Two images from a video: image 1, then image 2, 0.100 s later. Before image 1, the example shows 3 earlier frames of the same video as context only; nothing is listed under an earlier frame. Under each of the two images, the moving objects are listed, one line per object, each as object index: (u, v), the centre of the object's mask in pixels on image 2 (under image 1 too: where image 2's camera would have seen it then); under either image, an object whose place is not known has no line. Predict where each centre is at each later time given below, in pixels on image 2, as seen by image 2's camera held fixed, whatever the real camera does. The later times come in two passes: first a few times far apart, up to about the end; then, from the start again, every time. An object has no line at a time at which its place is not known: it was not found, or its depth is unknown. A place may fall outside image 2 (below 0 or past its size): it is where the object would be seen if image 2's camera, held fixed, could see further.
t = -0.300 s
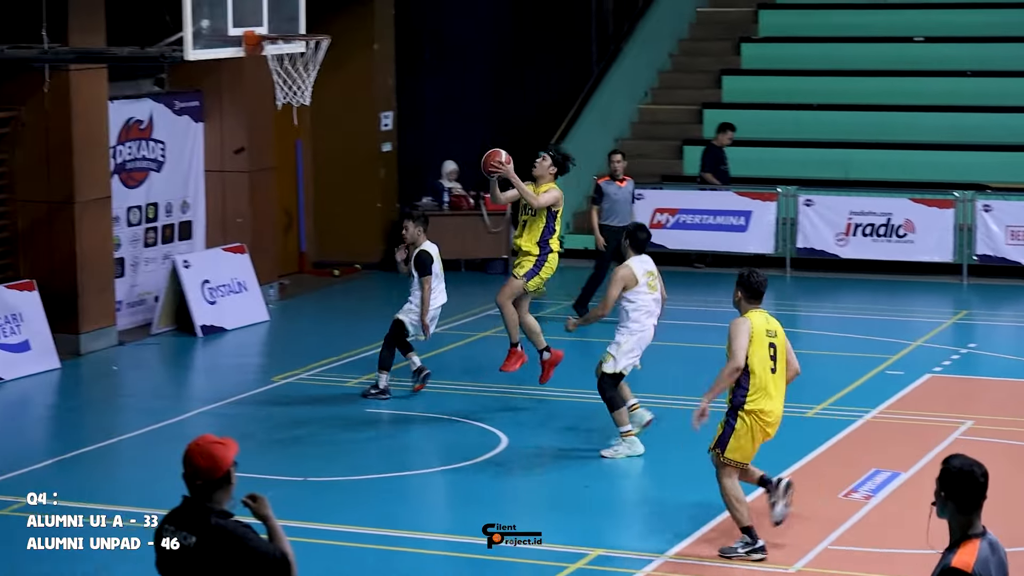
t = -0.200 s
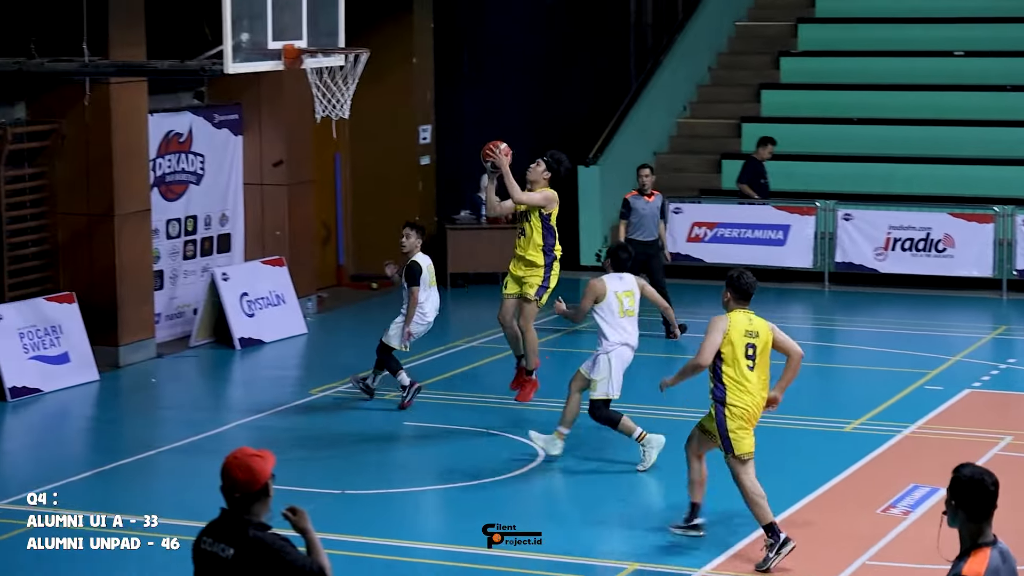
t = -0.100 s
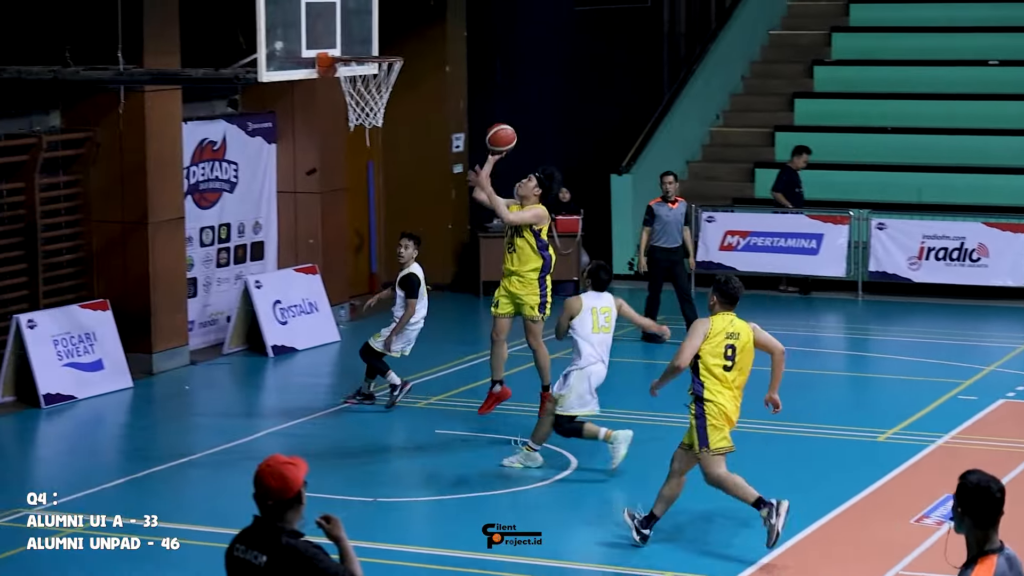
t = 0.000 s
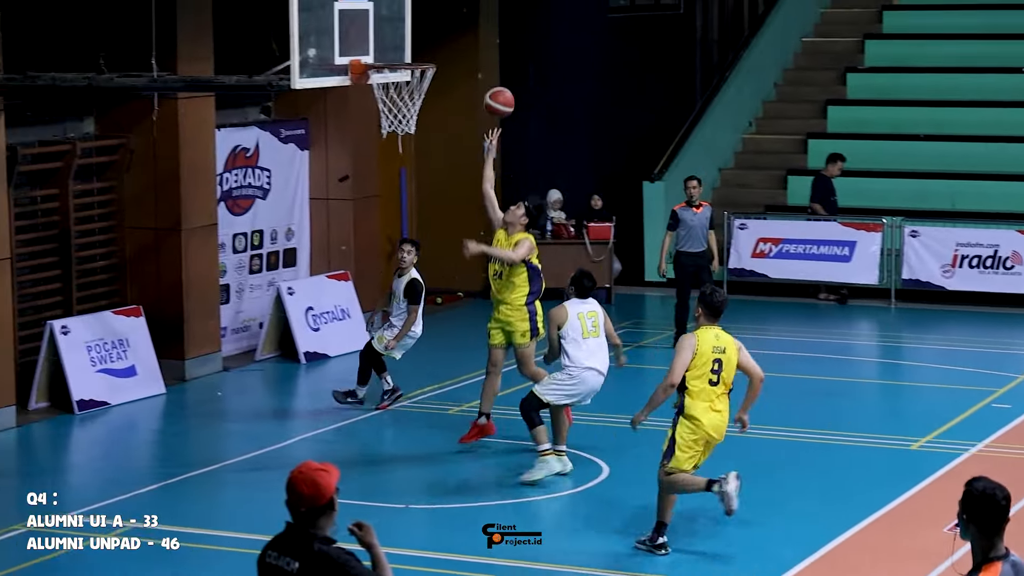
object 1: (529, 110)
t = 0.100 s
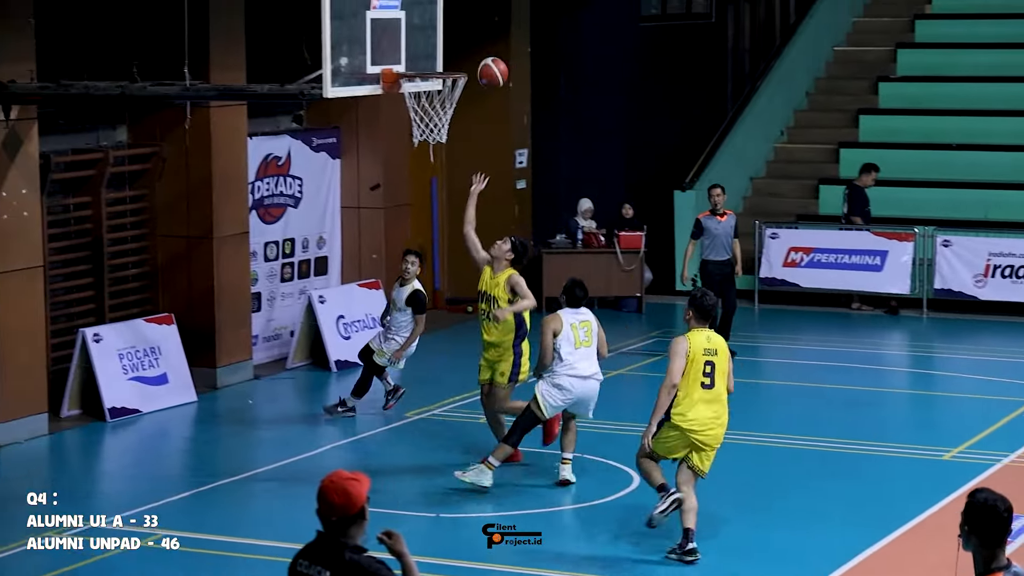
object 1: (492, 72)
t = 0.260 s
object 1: (433, 38)
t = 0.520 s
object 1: (424, 57)
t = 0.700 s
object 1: (449, 40)
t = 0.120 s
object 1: (485, 67)
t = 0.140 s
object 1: (478, 61)
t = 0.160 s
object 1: (470, 56)
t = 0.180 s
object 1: (462, 52)
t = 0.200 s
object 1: (455, 47)
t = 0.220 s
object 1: (448, 44)
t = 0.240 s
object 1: (440, 41)
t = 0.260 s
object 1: (433, 38)
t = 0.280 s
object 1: (425, 35)
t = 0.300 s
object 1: (417, 33)
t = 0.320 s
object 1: (409, 32)
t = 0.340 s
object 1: (409, 33)
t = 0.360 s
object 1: (410, 33)
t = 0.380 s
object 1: (411, 34)
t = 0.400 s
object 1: (413, 36)
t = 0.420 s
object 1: (415, 38)
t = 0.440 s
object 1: (416, 41)
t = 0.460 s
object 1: (418, 44)
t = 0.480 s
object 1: (420, 48)
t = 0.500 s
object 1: (422, 53)
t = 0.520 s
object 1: (424, 57)
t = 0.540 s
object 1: (426, 58)
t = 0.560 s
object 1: (429, 55)
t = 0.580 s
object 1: (432, 51)
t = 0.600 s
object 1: (435, 48)
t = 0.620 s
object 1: (437, 45)
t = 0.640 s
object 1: (440, 43)
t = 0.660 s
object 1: (444, 41)
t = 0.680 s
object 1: (446, 41)
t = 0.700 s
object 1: (449, 40)
